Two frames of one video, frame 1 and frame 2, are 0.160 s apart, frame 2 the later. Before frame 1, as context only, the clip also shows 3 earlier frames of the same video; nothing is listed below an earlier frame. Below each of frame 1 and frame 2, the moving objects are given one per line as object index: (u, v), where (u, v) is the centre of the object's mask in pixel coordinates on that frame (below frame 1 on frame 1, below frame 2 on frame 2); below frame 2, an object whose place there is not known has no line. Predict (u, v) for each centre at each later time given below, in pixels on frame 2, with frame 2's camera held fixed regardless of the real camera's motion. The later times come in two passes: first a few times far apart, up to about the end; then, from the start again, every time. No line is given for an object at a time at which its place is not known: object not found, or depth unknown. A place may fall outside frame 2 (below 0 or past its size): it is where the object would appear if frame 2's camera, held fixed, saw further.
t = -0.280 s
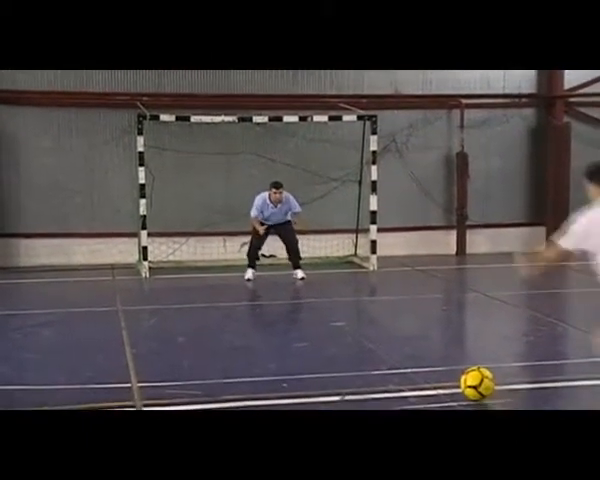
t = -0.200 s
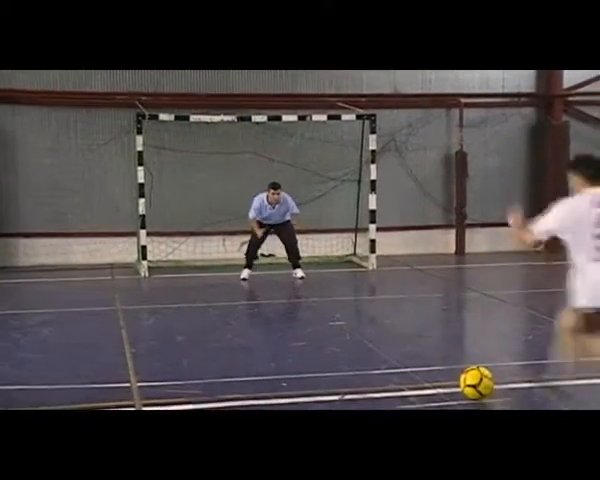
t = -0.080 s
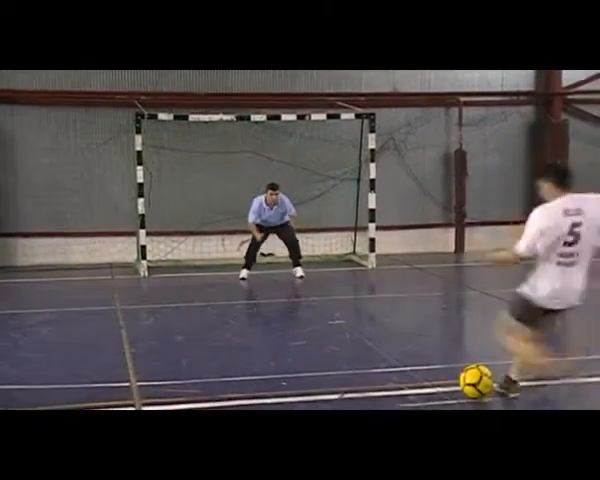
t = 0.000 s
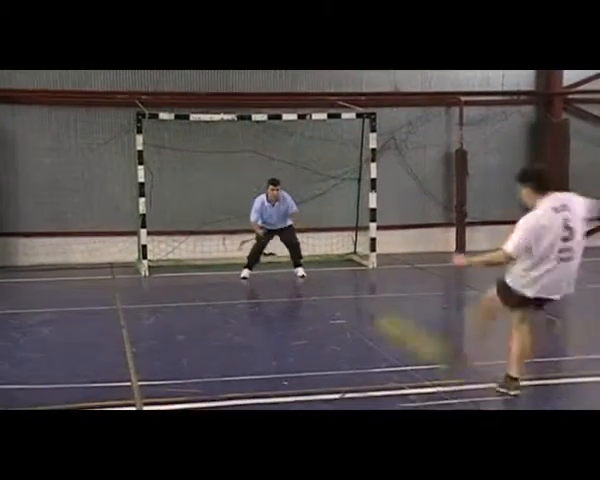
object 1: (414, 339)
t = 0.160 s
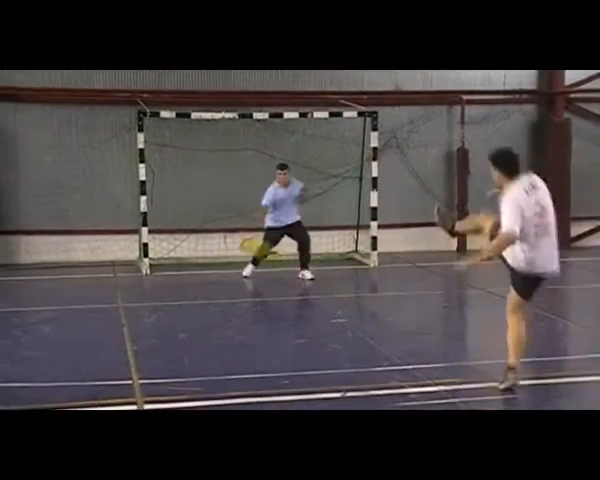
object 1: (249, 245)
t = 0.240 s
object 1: (213, 226)
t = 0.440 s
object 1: (154, 199)
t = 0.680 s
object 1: (161, 229)
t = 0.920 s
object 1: (172, 238)
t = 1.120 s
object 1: (177, 225)
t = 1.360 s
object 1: (185, 249)
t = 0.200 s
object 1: (229, 235)
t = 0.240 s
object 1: (213, 226)
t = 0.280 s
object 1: (197, 220)
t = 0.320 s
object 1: (189, 218)
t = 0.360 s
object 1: (173, 207)
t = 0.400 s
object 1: (158, 199)
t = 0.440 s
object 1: (154, 199)
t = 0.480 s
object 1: (154, 199)
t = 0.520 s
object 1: (153, 201)
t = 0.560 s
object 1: (153, 204)
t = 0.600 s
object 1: (155, 216)
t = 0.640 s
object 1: (158, 223)
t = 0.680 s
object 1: (161, 229)
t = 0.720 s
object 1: (165, 244)
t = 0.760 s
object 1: (167, 254)
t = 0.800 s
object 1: (168, 255)
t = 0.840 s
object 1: (170, 250)
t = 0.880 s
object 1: (171, 245)
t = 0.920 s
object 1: (172, 238)
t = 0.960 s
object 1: (172, 232)
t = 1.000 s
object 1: (174, 228)
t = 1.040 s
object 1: (175, 226)
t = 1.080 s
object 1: (176, 226)
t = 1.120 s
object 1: (177, 225)
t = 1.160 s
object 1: (178, 226)
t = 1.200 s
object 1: (179, 228)
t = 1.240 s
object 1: (180, 231)
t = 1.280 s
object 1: (182, 236)
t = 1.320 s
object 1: (183, 242)
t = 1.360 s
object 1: (185, 249)
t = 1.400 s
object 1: (186, 254)
